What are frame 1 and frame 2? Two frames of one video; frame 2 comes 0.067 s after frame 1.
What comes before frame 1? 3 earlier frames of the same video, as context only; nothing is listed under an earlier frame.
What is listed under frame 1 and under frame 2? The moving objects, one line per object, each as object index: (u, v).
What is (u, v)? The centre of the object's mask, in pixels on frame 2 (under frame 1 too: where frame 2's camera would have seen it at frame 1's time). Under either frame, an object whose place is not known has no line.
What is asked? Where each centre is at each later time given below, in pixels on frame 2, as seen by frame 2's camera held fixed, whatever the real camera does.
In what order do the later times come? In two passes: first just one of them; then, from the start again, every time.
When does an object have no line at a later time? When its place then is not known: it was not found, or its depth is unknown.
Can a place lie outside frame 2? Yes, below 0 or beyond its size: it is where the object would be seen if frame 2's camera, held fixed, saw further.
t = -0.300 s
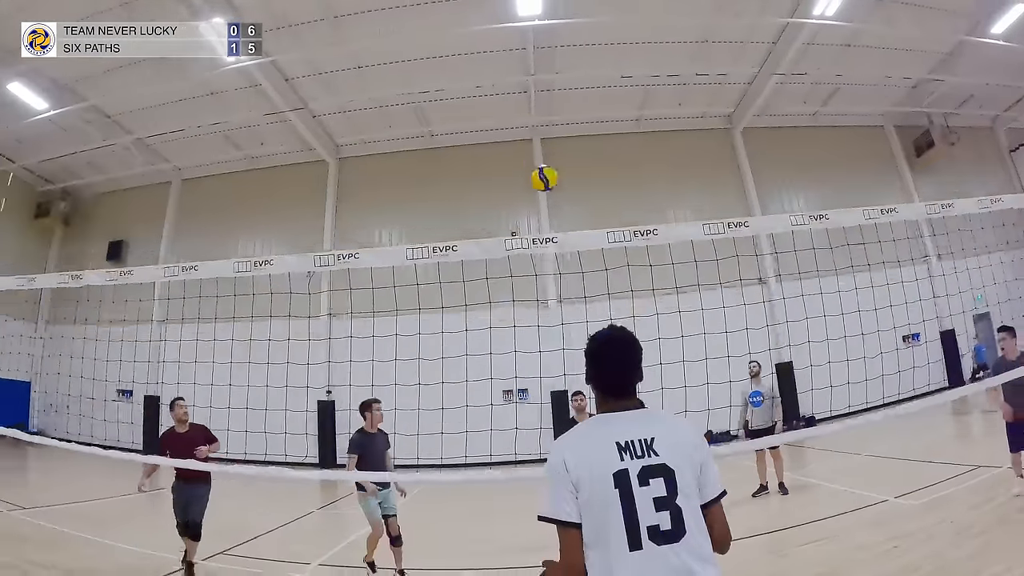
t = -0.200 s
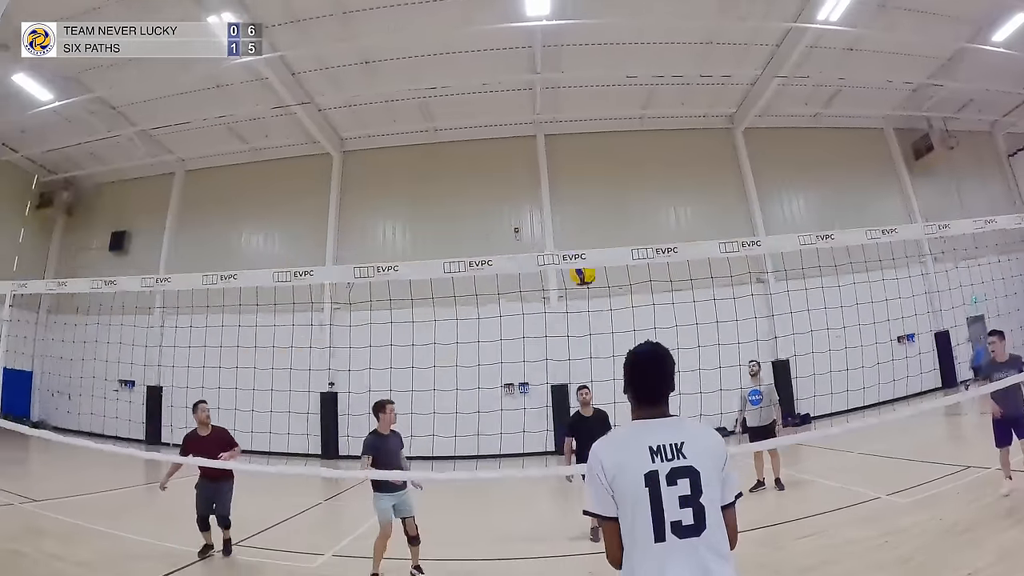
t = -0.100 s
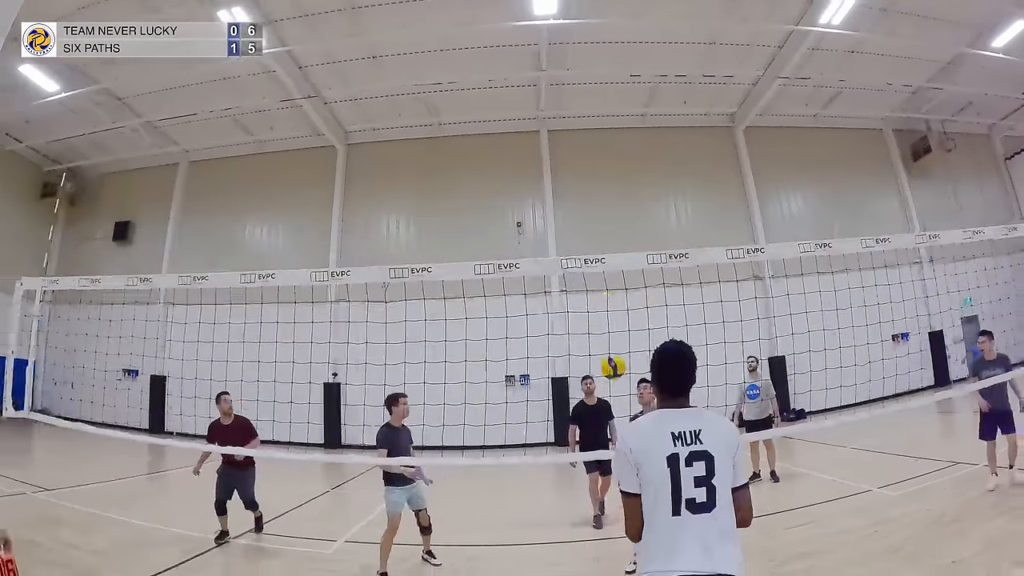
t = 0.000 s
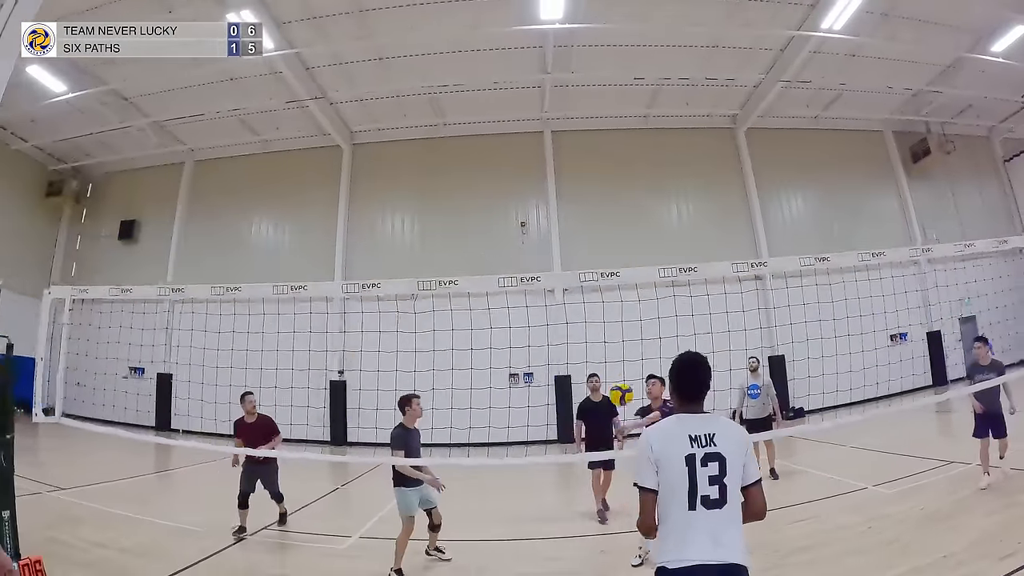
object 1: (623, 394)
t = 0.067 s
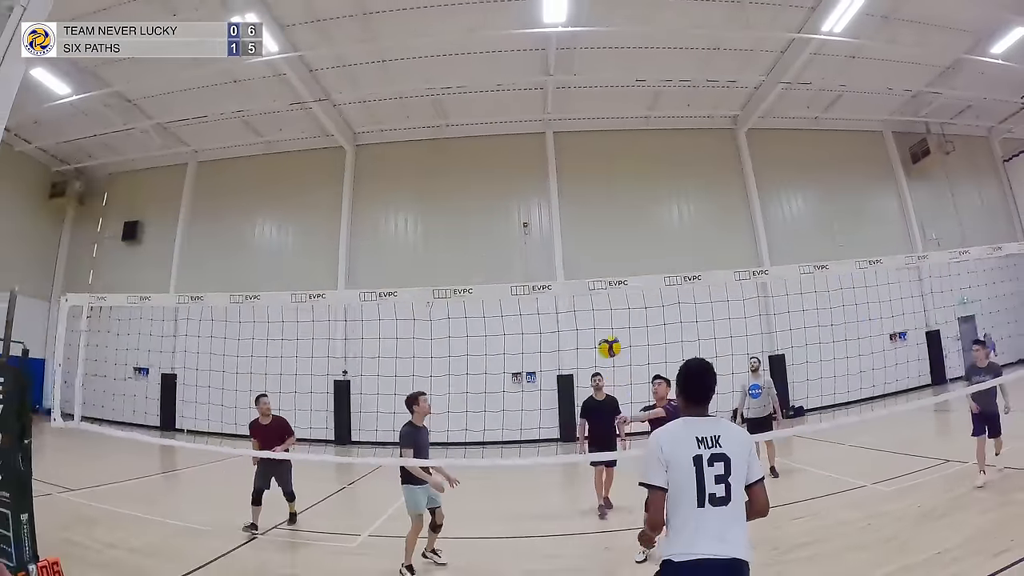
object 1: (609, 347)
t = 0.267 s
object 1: (573, 232)
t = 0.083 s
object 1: (606, 336)
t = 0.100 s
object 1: (603, 325)
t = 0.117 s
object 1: (600, 314)
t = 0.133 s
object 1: (597, 304)
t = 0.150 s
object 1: (594, 299)
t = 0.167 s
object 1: (589, 277)
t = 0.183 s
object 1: (587, 272)
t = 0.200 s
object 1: (584, 264)
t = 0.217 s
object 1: (582, 256)
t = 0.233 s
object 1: (579, 247)
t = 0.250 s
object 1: (576, 239)
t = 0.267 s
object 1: (573, 232)
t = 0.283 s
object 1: (571, 224)
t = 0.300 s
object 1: (568, 218)
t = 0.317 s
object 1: (566, 211)
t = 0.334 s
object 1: (564, 205)
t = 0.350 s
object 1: (561, 199)
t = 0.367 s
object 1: (559, 194)
